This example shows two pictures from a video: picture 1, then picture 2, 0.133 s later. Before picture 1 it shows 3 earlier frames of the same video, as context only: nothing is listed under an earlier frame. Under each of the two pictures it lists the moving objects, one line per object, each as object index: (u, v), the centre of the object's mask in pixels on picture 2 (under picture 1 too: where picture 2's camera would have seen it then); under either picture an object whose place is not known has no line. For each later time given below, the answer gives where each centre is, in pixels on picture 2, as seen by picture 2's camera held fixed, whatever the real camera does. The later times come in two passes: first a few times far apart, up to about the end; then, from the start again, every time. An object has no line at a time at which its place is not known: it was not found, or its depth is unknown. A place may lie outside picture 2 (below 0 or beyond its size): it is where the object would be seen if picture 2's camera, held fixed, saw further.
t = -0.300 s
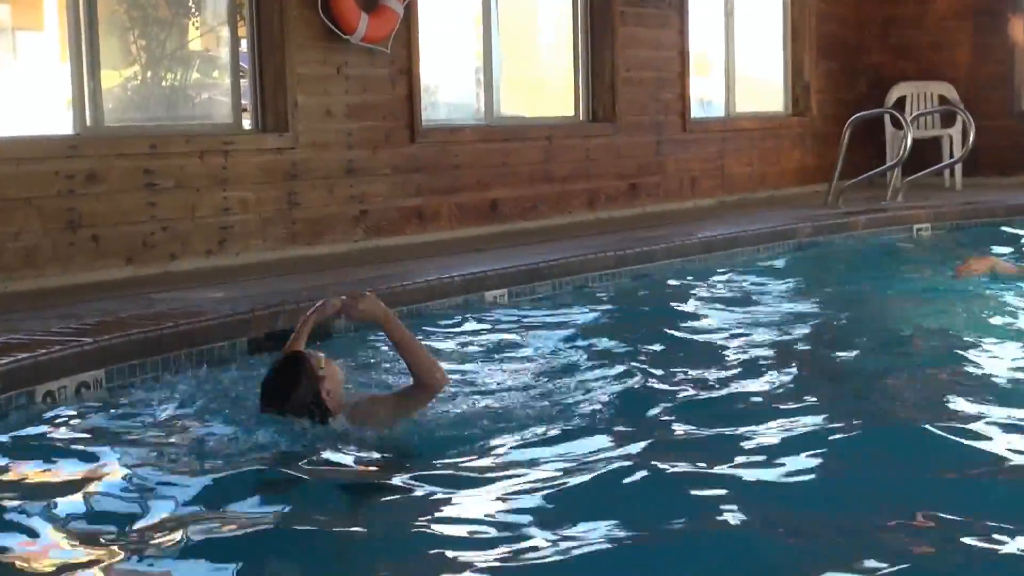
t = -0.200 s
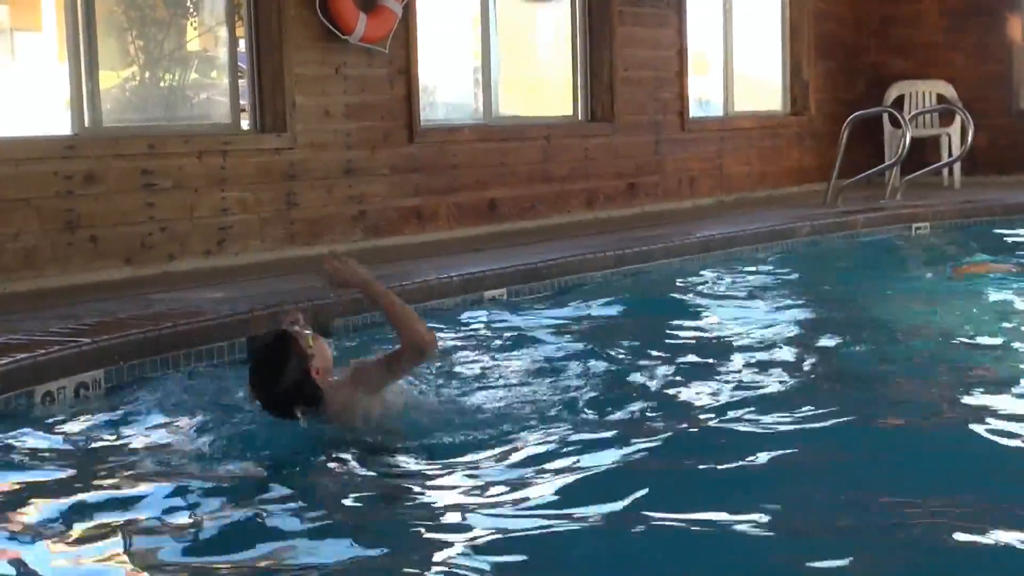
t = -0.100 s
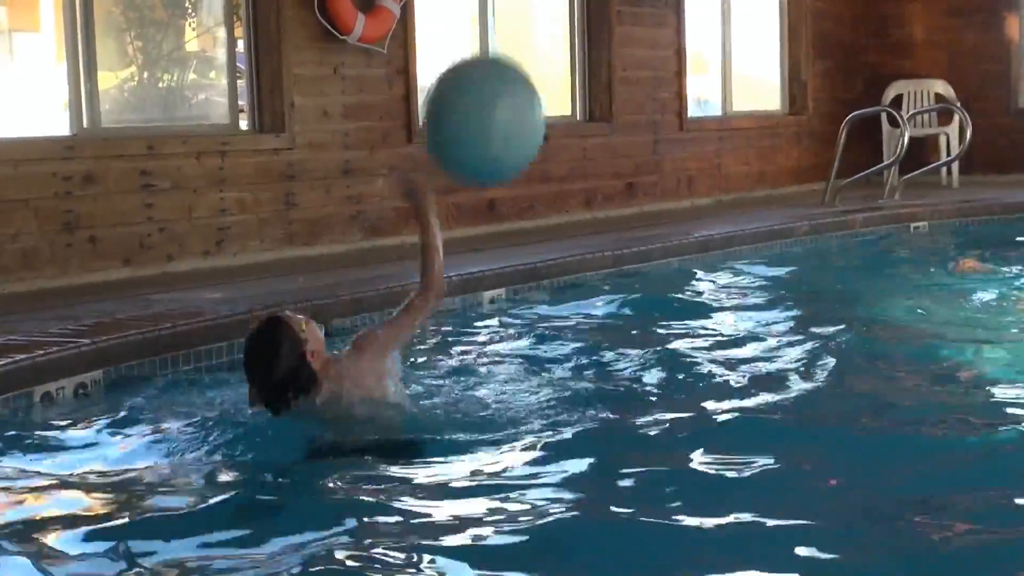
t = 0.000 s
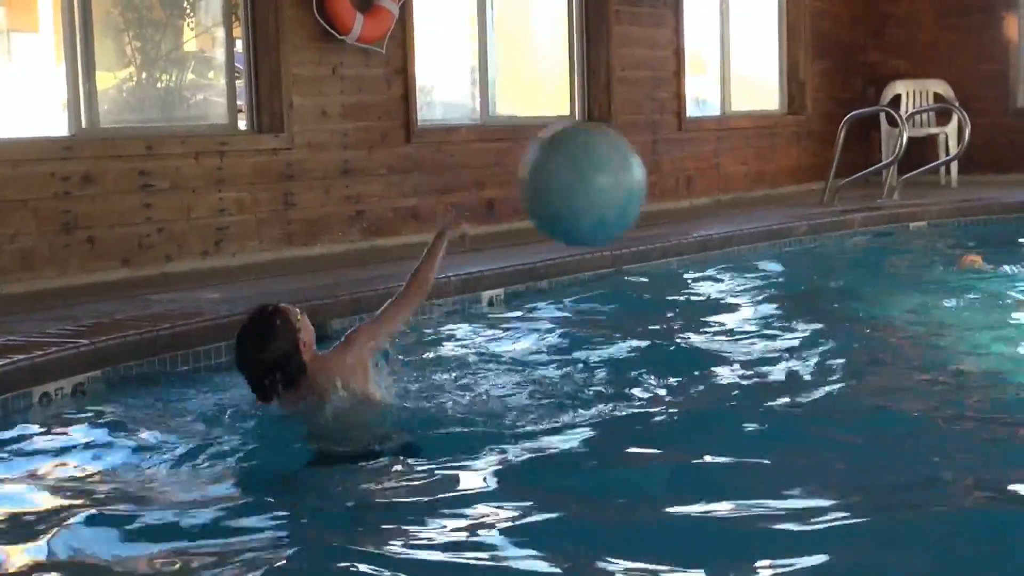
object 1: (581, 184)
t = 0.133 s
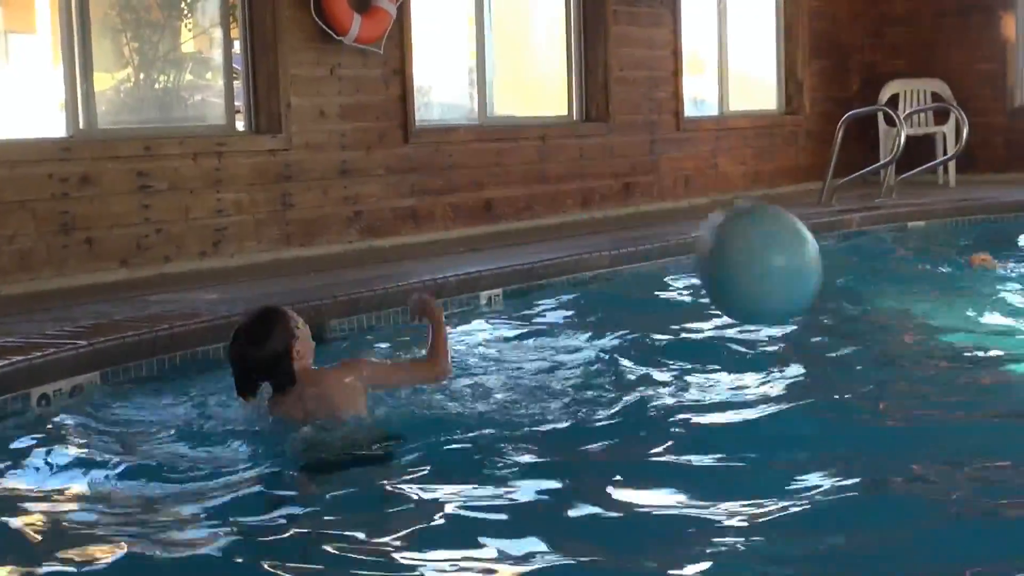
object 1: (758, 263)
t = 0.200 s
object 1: (842, 324)
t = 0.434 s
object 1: (912, 324)
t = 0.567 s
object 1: (958, 324)
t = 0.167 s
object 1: (801, 292)
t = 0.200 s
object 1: (842, 324)
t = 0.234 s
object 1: (872, 330)
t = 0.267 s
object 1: (879, 331)
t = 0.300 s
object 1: (887, 331)
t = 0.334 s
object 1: (893, 331)
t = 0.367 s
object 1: (898, 330)
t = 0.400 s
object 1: (904, 328)
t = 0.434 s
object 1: (912, 324)
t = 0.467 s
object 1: (923, 322)
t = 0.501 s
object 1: (934, 319)
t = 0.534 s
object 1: (946, 321)
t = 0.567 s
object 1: (958, 324)
